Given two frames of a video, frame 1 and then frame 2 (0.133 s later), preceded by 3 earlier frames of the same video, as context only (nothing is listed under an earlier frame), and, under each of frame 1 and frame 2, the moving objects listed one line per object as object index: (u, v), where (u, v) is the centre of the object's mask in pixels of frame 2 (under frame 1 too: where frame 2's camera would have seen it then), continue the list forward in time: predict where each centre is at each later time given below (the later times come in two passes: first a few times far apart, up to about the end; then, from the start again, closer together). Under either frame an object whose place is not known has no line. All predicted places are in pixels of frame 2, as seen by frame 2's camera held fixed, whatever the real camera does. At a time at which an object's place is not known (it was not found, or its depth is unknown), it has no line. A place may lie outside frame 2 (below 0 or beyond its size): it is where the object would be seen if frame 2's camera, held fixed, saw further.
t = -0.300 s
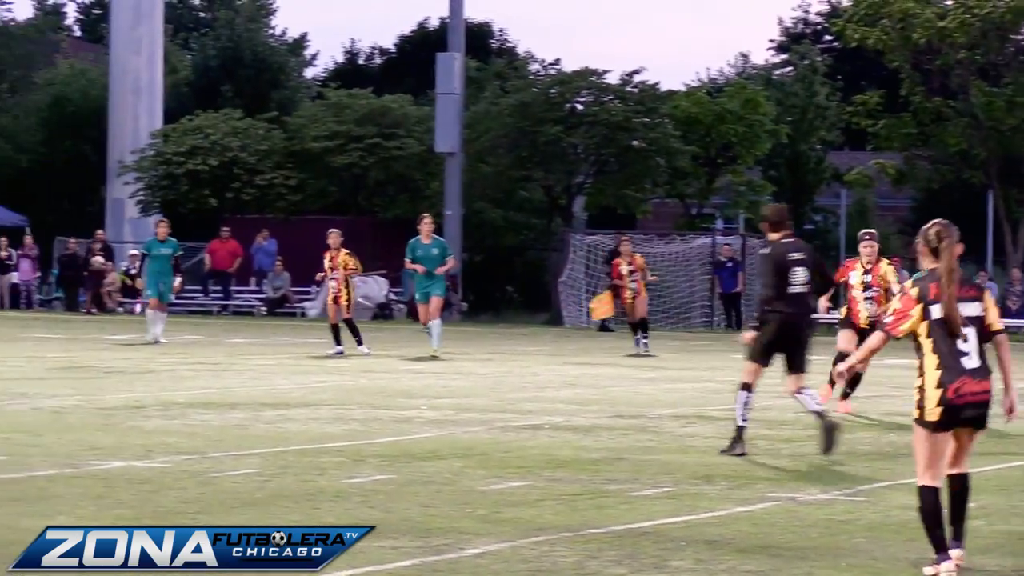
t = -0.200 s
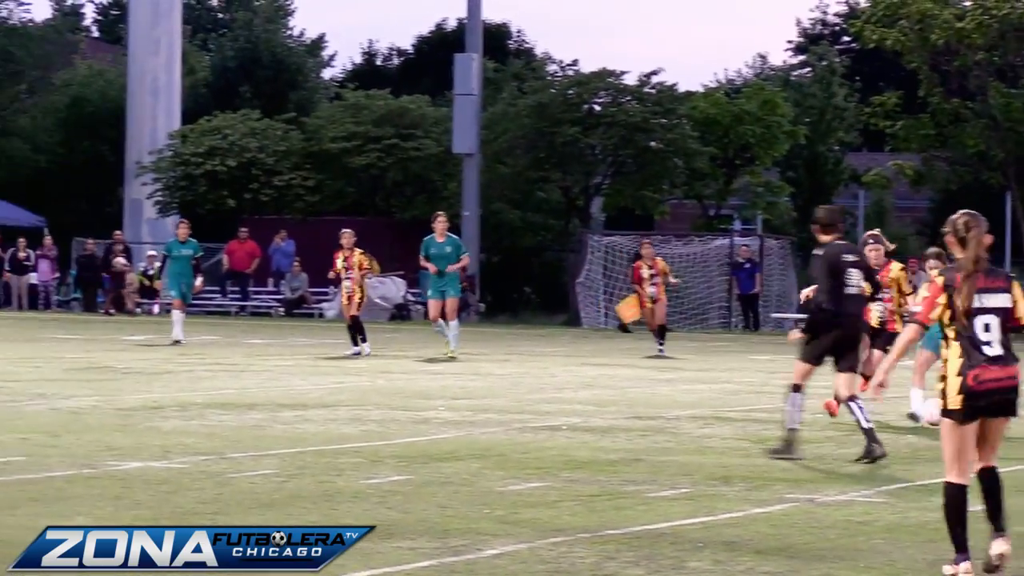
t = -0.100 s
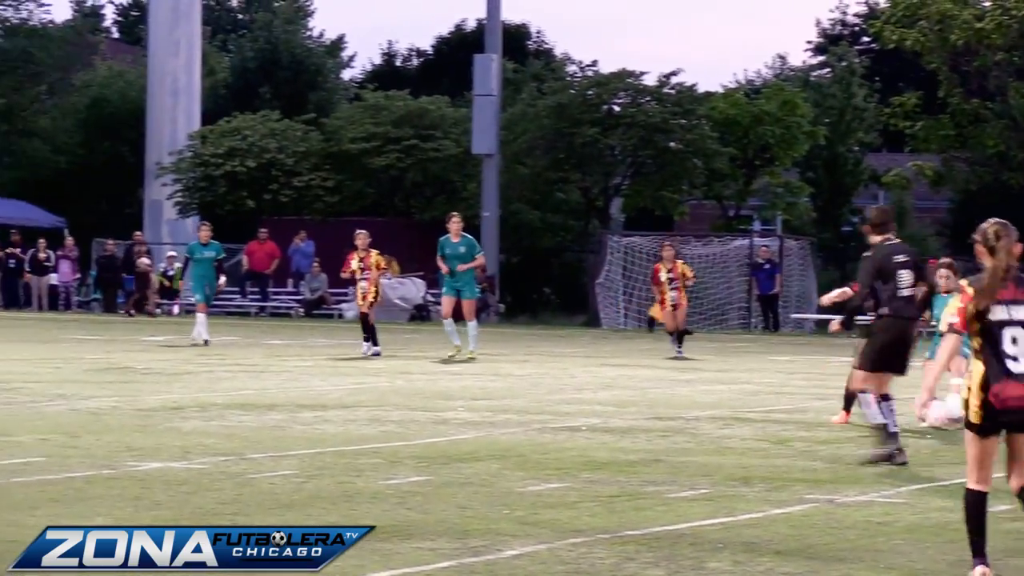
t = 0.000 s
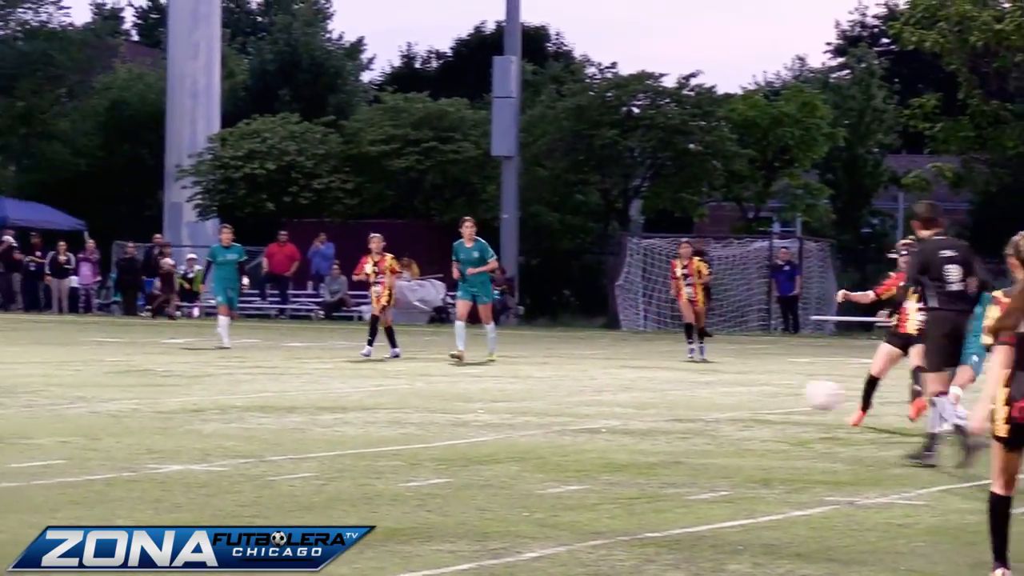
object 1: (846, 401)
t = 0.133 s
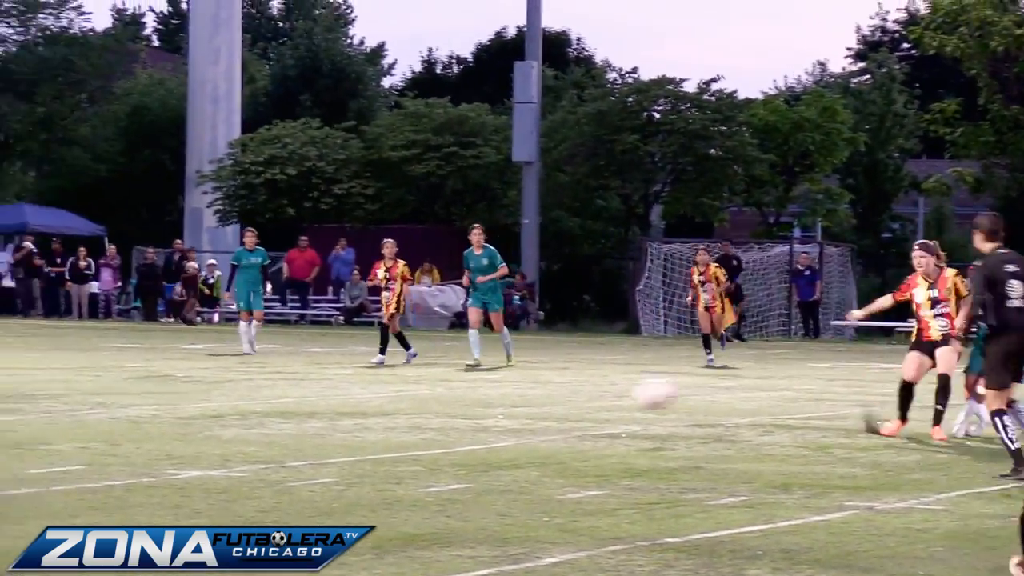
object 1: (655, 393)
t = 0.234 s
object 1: (508, 405)
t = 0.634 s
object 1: (-18, 413)
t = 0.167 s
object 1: (605, 396)
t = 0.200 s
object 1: (557, 399)
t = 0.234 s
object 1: (508, 405)
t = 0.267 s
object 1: (461, 412)
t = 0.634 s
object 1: (-18, 413)
